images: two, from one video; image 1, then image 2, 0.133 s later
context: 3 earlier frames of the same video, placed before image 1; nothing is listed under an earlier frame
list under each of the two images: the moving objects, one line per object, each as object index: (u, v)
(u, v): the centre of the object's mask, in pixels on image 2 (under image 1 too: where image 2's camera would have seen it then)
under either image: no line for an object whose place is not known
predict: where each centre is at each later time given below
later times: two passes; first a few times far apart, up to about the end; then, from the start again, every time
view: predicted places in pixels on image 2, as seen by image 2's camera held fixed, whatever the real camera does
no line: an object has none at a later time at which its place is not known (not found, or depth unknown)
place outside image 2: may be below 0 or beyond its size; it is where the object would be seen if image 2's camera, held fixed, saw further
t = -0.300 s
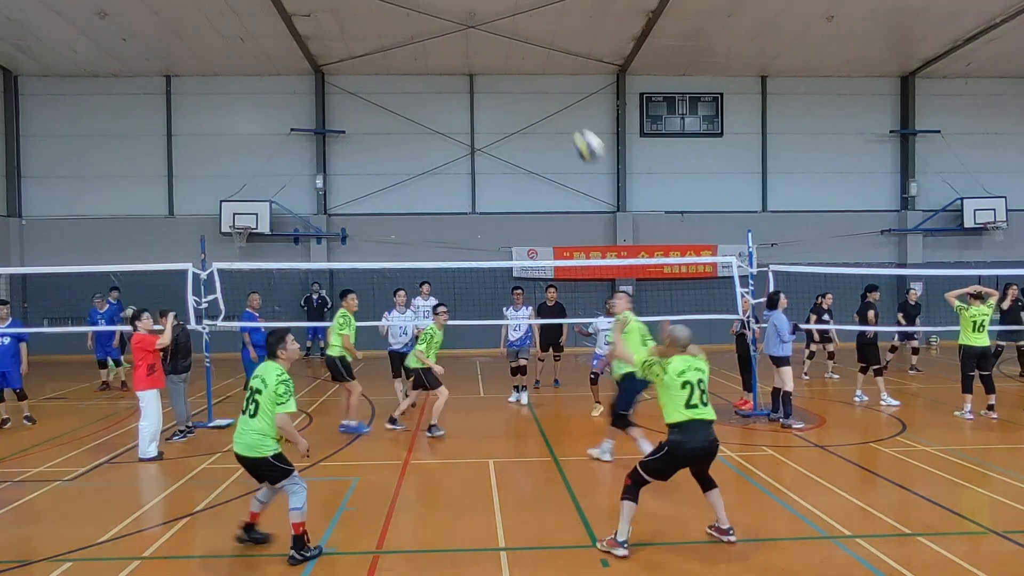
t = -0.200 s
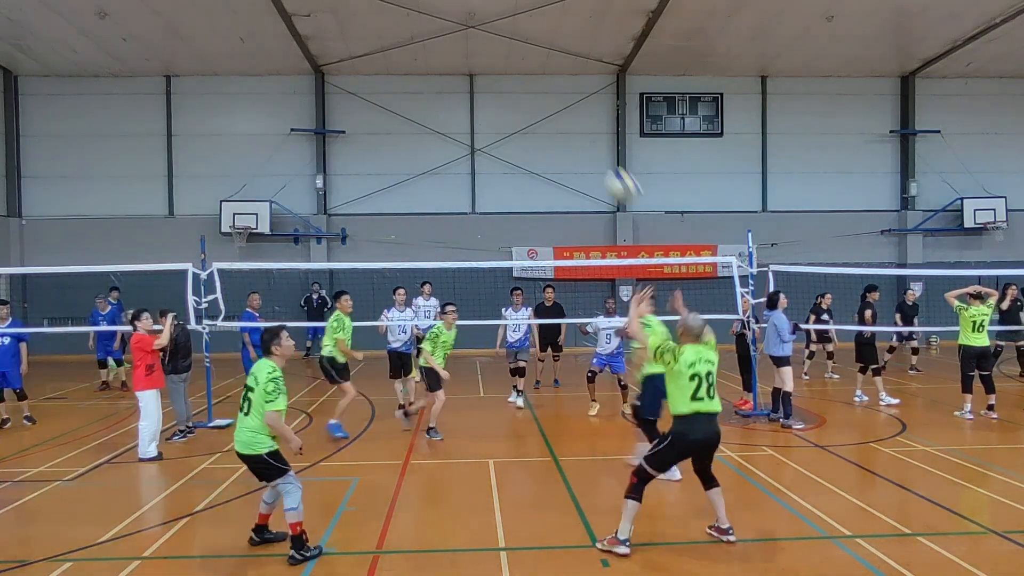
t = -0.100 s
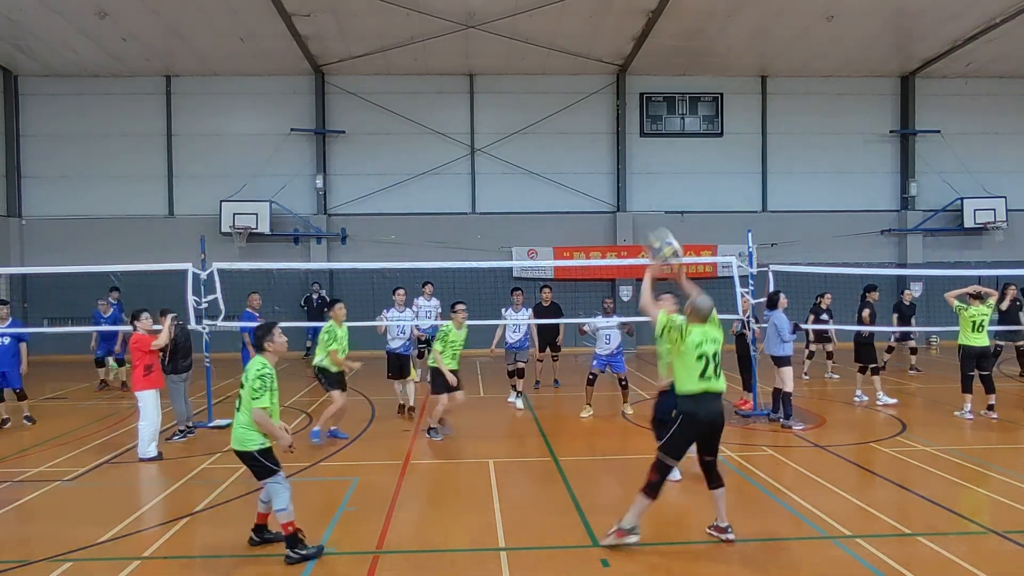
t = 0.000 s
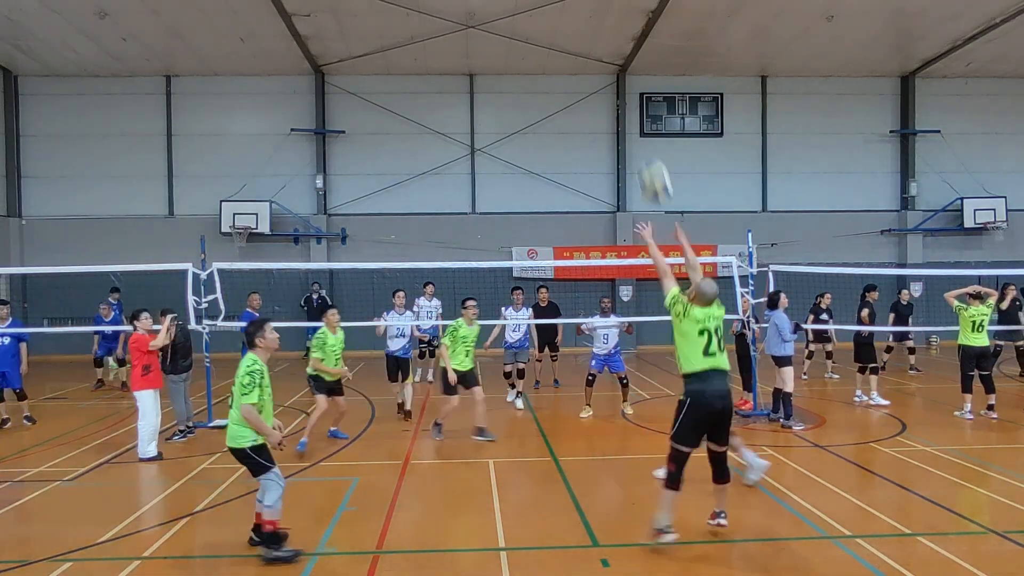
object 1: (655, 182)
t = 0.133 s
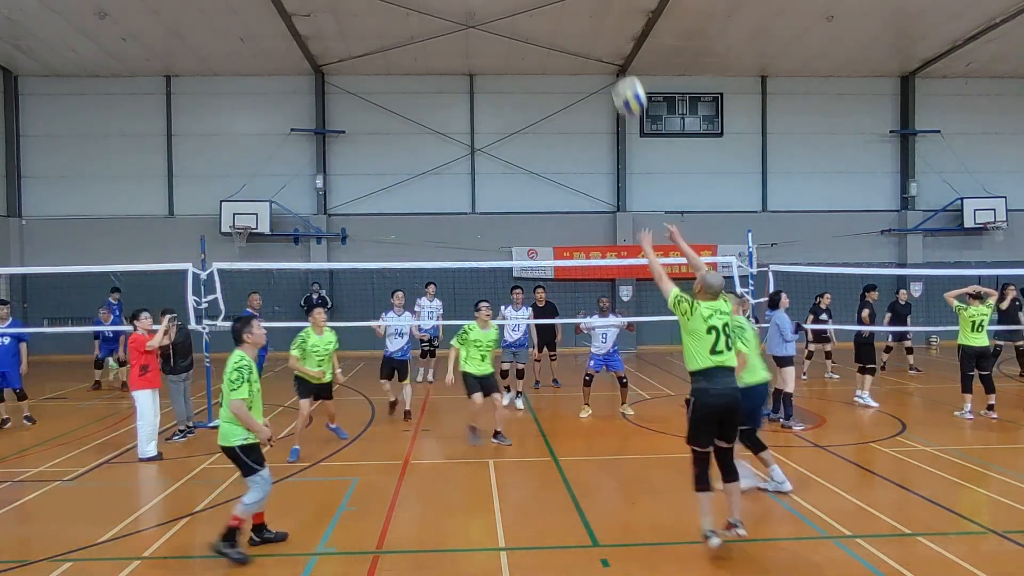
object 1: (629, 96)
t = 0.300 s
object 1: (603, 29)
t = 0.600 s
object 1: (565, 8)
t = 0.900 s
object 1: (537, 65)
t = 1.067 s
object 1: (524, 127)
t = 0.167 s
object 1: (623, 79)
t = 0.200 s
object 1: (618, 64)
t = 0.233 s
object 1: (613, 51)
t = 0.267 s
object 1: (608, 39)
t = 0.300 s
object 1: (603, 29)
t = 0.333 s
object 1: (598, 21)
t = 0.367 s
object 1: (593, 14)
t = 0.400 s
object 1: (589, 11)
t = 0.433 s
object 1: (584, 9)
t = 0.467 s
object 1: (580, 7)
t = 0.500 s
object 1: (576, 7)
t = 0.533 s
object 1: (572, 7)
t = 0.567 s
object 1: (569, 7)
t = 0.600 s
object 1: (565, 8)
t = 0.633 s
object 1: (561, 9)
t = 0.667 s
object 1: (558, 12)
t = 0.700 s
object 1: (554, 16)
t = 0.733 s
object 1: (551, 22)
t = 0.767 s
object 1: (549, 28)
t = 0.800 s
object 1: (545, 36)
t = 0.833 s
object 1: (542, 45)
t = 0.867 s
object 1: (539, 54)
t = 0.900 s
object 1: (537, 65)
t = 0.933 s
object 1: (533, 77)
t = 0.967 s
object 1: (531, 88)
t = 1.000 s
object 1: (529, 101)
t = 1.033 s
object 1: (526, 113)
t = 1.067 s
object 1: (524, 127)
